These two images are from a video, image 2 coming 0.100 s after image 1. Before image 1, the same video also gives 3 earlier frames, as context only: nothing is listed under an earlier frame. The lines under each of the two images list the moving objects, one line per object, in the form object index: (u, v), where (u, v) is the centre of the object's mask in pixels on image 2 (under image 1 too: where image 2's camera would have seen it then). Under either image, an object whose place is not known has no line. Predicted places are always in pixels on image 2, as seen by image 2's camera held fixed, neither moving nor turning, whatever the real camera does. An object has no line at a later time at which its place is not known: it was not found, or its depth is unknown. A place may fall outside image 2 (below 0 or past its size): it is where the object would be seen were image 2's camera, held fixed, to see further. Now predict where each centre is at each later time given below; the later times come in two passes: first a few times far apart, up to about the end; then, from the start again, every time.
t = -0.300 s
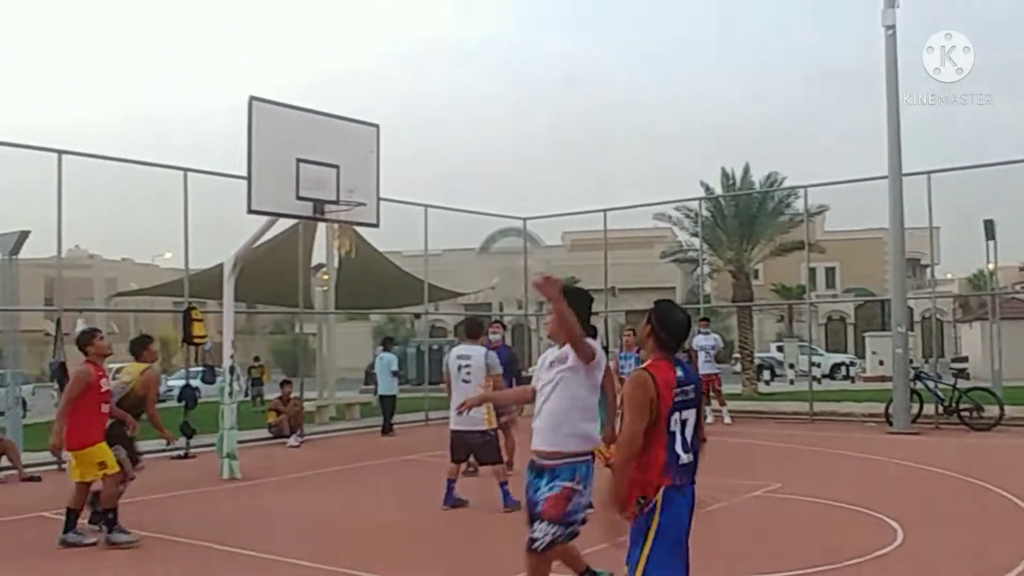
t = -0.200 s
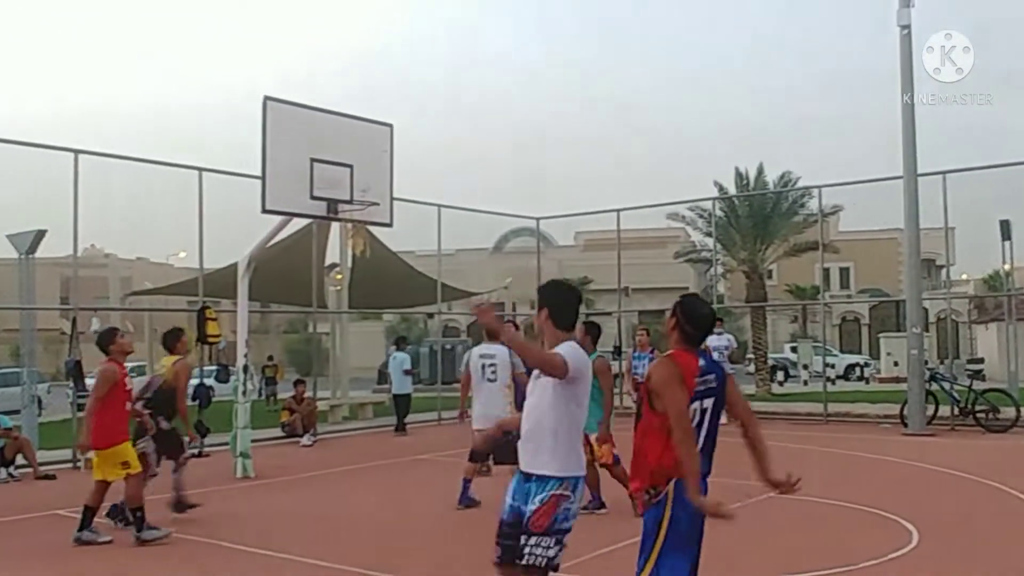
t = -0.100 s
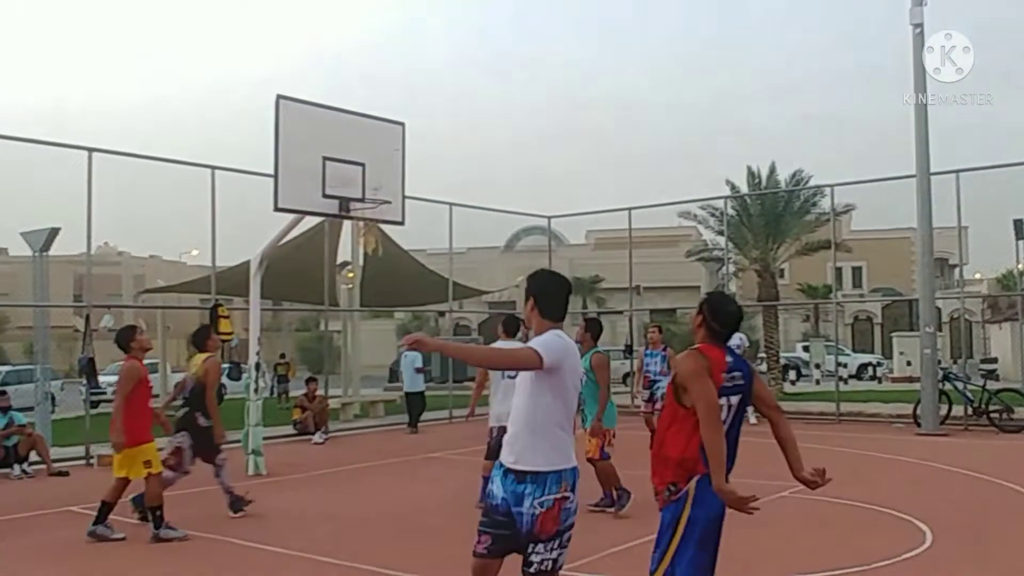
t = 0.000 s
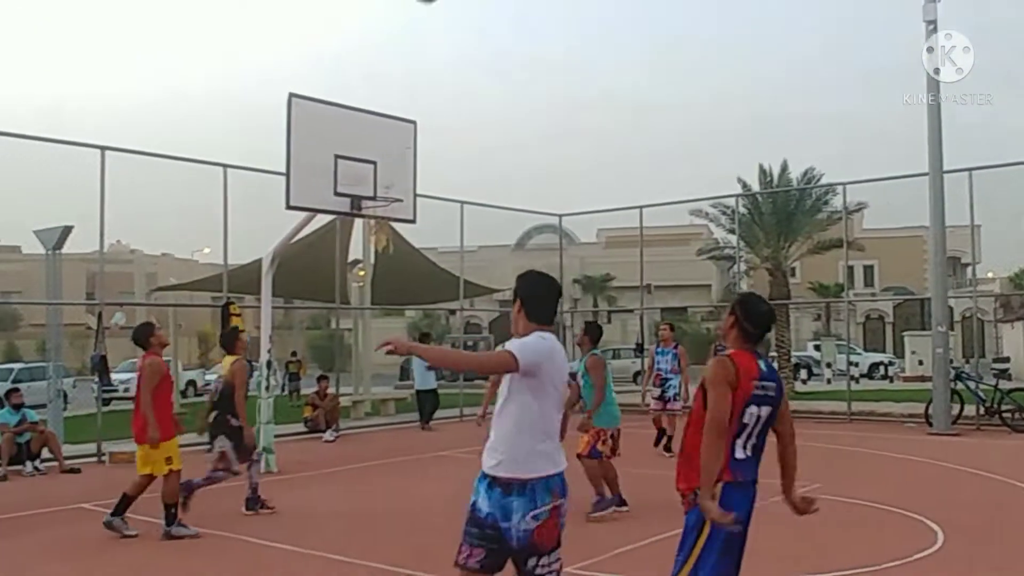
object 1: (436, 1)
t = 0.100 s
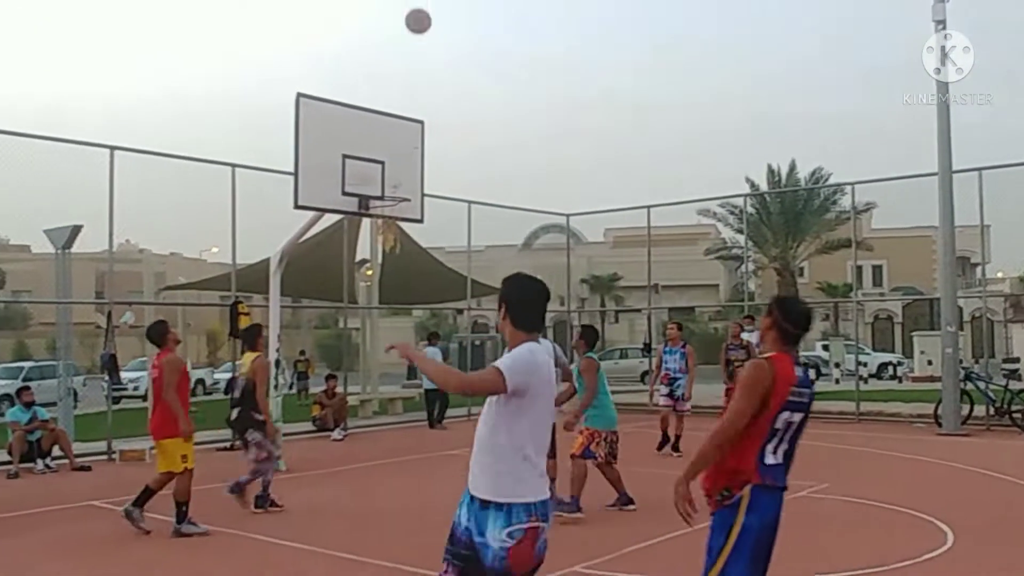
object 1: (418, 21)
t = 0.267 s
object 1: (395, 87)
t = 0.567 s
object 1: (382, 154)
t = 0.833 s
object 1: (417, 100)
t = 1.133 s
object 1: (451, 117)
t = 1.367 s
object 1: (473, 178)
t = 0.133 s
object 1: (414, 32)
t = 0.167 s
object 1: (408, 45)
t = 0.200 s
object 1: (404, 58)
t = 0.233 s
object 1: (399, 72)
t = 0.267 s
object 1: (395, 87)
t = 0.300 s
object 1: (390, 102)
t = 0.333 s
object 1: (386, 119)
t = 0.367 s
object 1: (382, 135)
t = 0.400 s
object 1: (378, 151)
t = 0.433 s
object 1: (373, 169)
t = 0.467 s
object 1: (369, 187)
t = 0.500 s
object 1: (372, 178)
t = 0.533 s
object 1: (378, 166)
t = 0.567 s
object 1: (382, 154)
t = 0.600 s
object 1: (386, 144)
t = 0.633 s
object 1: (391, 134)
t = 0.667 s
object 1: (395, 126)
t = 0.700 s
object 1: (400, 119)
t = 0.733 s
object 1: (404, 113)
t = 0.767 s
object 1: (409, 108)
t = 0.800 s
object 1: (413, 103)
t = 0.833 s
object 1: (417, 100)
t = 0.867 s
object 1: (421, 98)
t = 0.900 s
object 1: (425, 97)
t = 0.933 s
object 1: (429, 97)
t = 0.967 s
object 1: (433, 98)
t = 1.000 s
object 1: (436, 100)
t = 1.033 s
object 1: (440, 103)
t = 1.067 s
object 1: (444, 107)
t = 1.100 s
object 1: (447, 112)
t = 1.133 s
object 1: (451, 117)
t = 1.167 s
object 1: (454, 123)
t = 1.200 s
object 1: (457, 130)
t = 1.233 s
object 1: (460, 138)
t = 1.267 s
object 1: (463, 147)
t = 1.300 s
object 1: (466, 156)
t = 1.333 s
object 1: (470, 166)
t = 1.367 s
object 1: (473, 178)
